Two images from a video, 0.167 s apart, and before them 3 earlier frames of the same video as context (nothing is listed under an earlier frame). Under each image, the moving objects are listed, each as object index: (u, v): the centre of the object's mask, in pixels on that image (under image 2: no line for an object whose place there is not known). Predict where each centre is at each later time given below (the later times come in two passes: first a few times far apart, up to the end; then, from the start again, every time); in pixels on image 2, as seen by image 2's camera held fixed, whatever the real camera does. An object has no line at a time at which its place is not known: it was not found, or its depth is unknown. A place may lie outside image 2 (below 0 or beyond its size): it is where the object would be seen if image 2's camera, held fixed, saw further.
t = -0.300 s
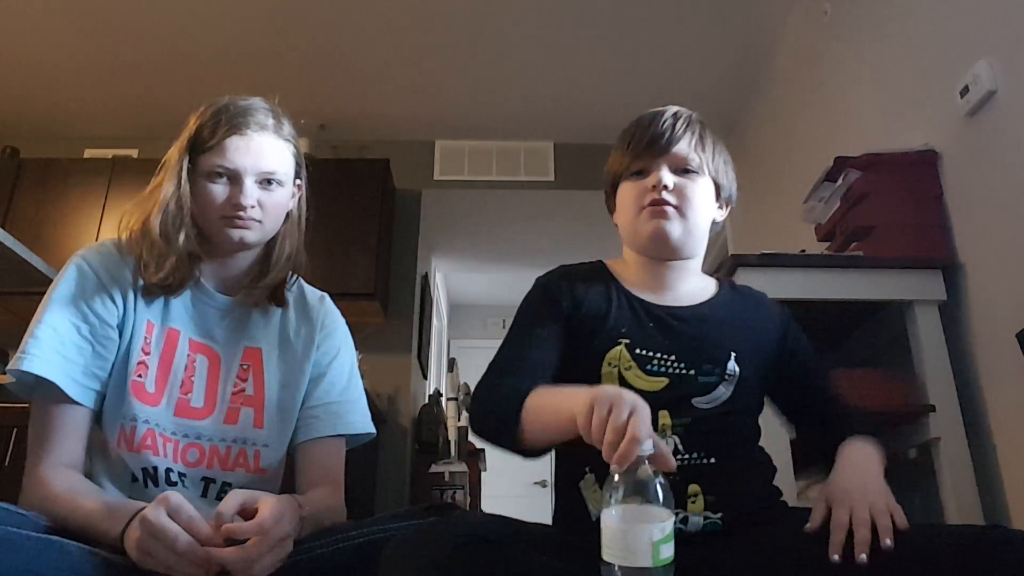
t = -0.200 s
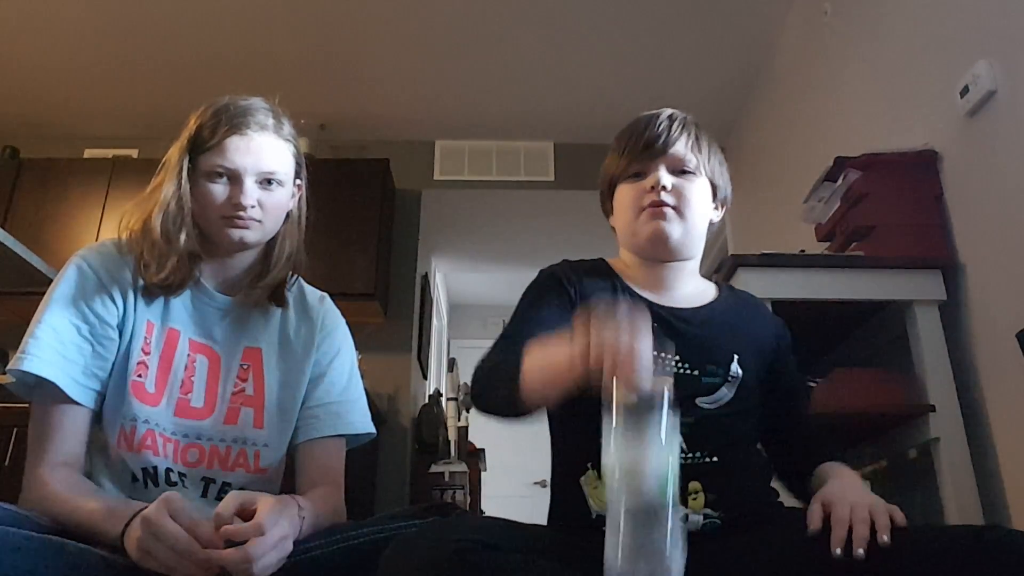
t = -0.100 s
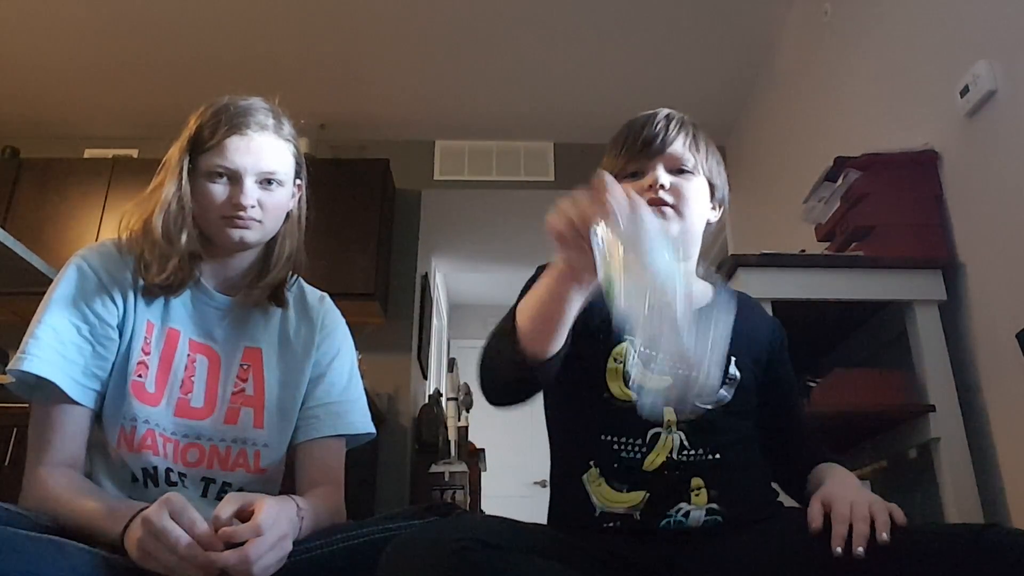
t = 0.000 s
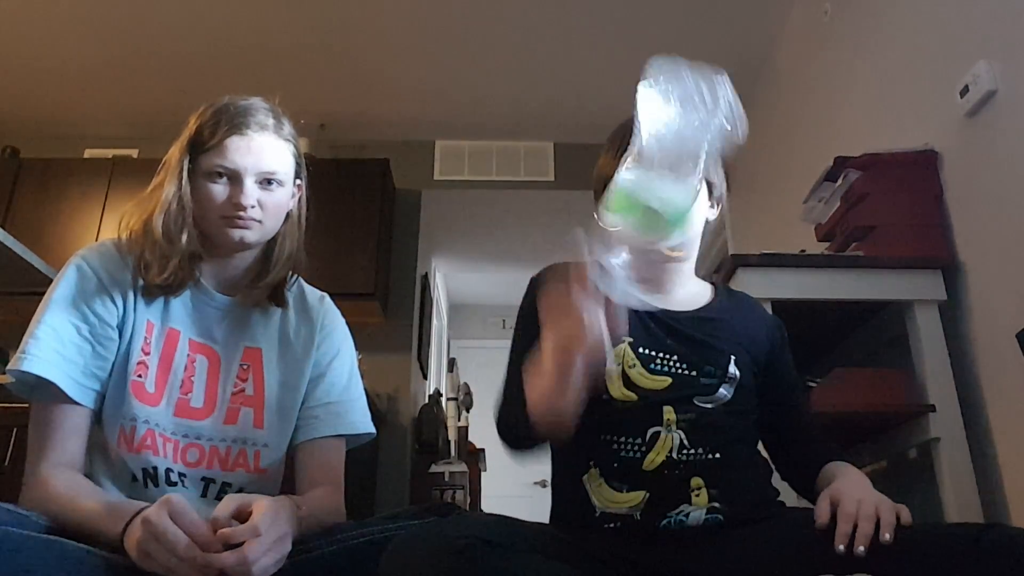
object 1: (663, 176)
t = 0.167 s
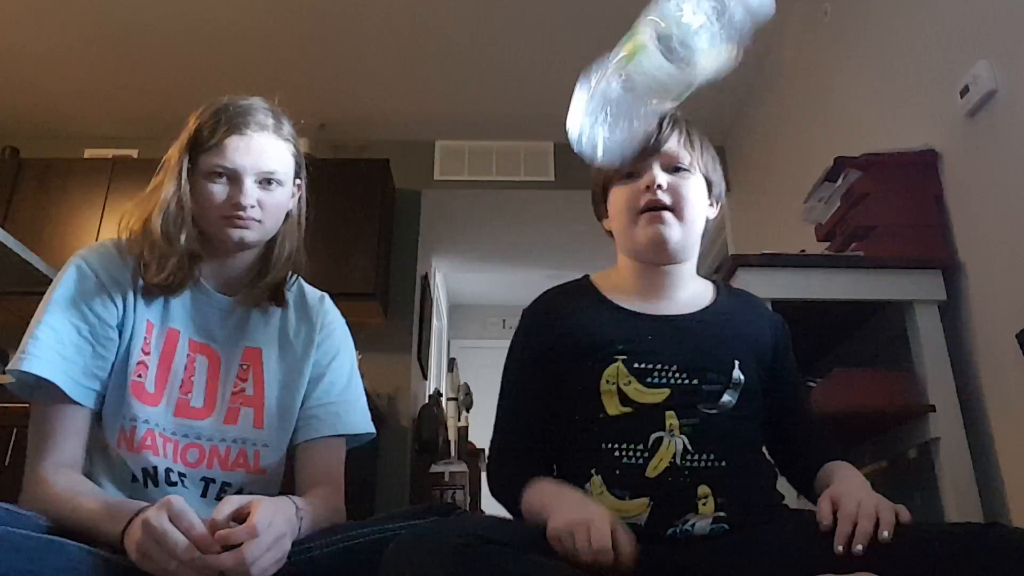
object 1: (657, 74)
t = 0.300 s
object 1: (611, 262)
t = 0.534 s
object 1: (495, 502)
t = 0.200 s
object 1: (640, 94)
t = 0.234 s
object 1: (630, 130)
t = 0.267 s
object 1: (622, 179)
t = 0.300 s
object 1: (611, 262)
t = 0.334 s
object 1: (601, 371)
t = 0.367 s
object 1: (589, 440)
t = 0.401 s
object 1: (565, 485)
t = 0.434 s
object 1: (548, 489)
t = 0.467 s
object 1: (535, 492)
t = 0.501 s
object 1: (517, 495)
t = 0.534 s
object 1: (495, 502)
